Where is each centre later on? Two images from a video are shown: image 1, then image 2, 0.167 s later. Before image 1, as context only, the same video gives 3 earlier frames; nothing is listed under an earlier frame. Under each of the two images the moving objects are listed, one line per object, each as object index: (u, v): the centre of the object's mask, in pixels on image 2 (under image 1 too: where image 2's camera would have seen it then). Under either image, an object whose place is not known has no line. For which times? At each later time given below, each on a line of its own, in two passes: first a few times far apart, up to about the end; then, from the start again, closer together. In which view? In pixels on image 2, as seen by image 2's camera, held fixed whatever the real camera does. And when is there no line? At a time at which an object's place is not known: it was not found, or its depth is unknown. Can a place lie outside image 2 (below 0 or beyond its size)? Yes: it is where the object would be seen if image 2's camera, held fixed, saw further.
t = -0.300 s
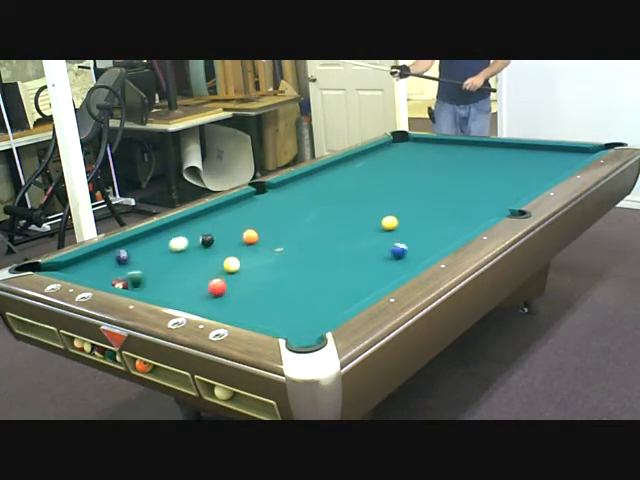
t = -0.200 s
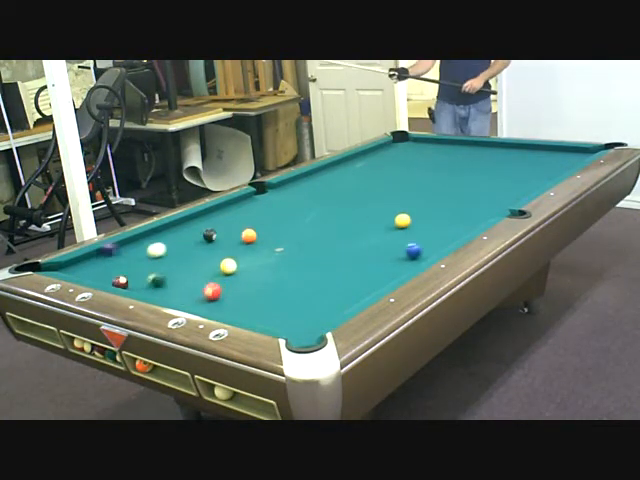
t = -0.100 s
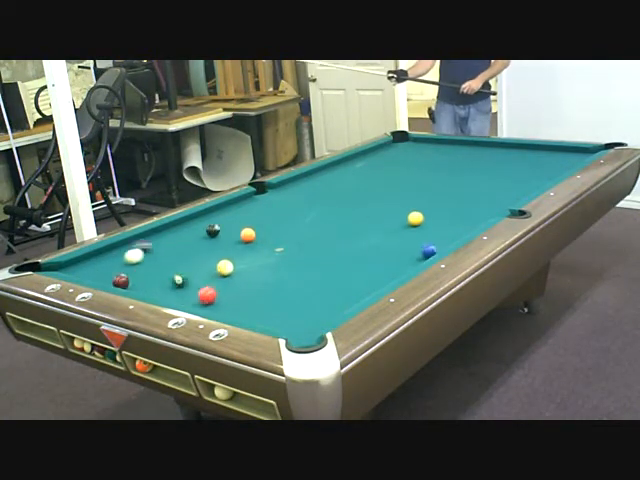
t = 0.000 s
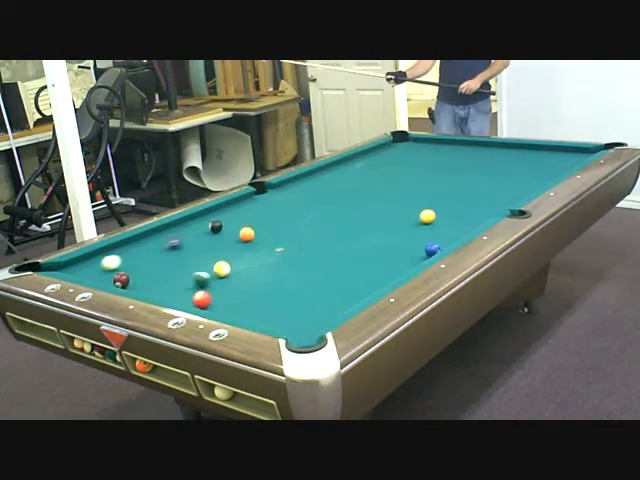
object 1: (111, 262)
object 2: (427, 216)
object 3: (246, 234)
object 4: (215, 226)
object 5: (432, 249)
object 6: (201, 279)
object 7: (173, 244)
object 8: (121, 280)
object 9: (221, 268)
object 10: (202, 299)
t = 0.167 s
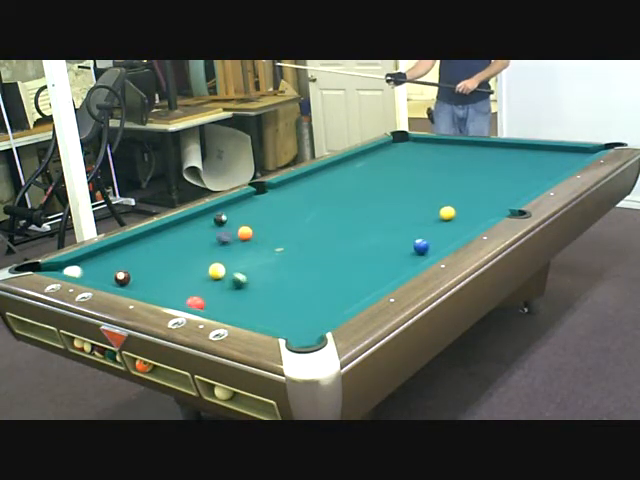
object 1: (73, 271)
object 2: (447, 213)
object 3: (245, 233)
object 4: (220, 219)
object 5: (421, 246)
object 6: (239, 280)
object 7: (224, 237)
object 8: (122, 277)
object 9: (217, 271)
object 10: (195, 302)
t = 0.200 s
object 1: (72, 270)
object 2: (450, 212)
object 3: (246, 232)
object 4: (221, 218)
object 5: (418, 246)
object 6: (246, 282)
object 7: (232, 236)
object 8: (122, 277)
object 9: (216, 271)
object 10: (197, 302)
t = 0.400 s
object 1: (87, 260)
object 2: (473, 208)
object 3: (272, 223)
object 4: (226, 211)
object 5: (406, 241)
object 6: (289, 282)
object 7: (257, 240)
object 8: (123, 273)
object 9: (210, 273)
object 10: (208, 300)
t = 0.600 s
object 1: (102, 250)
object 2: (494, 204)
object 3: (295, 215)
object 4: (230, 205)
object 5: (395, 238)
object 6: (334, 282)
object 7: (284, 245)
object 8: (124, 271)
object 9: (206, 275)
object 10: (219, 296)
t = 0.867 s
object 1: (131, 243)
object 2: (514, 199)
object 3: (322, 205)
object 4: (245, 199)
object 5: (381, 234)
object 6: (382, 279)
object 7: (322, 249)
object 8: (124, 269)
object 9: (201, 277)
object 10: (231, 292)
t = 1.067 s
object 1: (151, 239)
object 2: (512, 196)
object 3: (341, 199)
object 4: (258, 196)
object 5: (372, 230)
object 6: (371, 270)
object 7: (350, 253)
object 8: (124, 267)
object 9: (199, 278)
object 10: (239, 290)
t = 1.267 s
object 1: (169, 234)
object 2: (509, 194)
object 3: (358, 193)
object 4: (270, 194)
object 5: (363, 227)
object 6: (359, 260)
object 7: (378, 256)
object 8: (125, 265)
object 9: (197, 279)
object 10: (246, 288)
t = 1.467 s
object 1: (187, 230)
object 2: (507, 191)
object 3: (374, 187)
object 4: (281, 192)
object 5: (356, 226)
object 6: (350, 253)
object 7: (407, 260)
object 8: (125, 265)
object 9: (197, 279)
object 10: (252, 286)
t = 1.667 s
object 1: (202, 227)
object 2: (505, 188)
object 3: (389, 182)
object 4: (290, 190)
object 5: (348, 223)
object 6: (341, 244)
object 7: (408, 261)
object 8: (125, 264)
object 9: (196, 280)
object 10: (258, 284)
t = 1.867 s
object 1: (218, 223)
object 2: (502, 186)
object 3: (403, 176)
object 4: (300, 188)
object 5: (342, 221)
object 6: (332, 237)
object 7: (390, 260)
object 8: (125, 264)
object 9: (196, 280)
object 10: (261, 283)
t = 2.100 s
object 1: (234, 220)
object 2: (500, 184)
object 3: (418, 171)
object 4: (311, 185)
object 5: (335, 218)
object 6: (324, 229)
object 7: (370, 258)
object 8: (125, 264)
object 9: (197, 280)
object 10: (265, 282)
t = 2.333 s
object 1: (249, 216)
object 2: (498, 182)
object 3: (431, 166)
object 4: (320, 184)
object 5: (329, 215)
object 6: (316, 222)
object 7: (351, 256)
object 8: (125, 264)
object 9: (197, 280)
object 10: (268, 281)
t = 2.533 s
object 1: (260, 213)
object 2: (495, 180)
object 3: (442, 163)
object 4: (327, 182)
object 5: (324, 215)
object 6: (311, 218)
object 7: (337, 255)
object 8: (125, 264)
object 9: (197, 280)
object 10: (268, 281)
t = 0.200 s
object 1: (72, 270)
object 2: (450, 212)
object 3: (246, 232)
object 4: (221, 218)
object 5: (418, 246)
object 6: (246, 282)
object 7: (232, 236)
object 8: (122, 277)
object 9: (216, 271)
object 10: (197, 302)
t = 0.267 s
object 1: (78, 268)
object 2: (458, 211)
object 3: (256, 229)
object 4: (223, 215)
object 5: (415, 245)
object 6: (260, 281)
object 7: (239, 238)
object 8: (122, 275)
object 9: (214, 272)
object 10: (201, 302)
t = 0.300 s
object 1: (80, 266)
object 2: (462, 210)
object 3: (260, 227)
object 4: (223, 214)
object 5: (412, 244)
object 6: (268, 280)
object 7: (245, 239)
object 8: (122, 275)
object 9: (213, 272)
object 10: (203, 302)
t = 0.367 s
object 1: (85, 262)
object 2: (469, 209)
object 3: (269, 224)
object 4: (224, 212)
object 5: (408, 242)
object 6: (282, 283)
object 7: (253, 239)
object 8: (122, 274)
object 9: (211, 273)
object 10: (207, 301)
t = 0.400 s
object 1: (87, 260)
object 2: (473, 208)
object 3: (272, 223)
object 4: (226, 211)
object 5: (406, 241)
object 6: (289, 282)
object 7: (257, 240)
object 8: (123, 273)
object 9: (210, 273)
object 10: (208, 300)
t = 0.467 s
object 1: (92, 256)
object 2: (480, 207)
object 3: (280, 220)
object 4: (227, 208)
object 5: (402, 240)
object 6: (305, 281)
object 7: (267, 242)
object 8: (123, 273)
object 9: (209, 274)
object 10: (212, 299)
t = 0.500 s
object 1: (95, 255)
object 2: (484, 206)
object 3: (284, 219)
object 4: (228, 207)
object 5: (401, 240)
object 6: (313, 282)
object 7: (271, 242)
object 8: (123, 273)
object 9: (208, 274)
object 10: (214, 298)
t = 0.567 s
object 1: (99, 251)
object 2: (491, 205)
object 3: (291, 216)
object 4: (230, 205)
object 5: (397, 239)
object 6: (327, 283)
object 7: (280, 243)
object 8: (123, 272)
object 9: (207, 275)
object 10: (217, 297)
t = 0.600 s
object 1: (102, 250)
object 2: (494, 204)
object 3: (295, 215)
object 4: (230, 205)
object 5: (395, 238)
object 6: (334, 282)
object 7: (284, 245)
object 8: (124, 271)
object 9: (206, 275)
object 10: (219, 296)
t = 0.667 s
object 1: (110, 248)
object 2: (501, 203)
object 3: (302, 213)
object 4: (231, 202)
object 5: (391, 236)
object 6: (351, 283)
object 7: (294, 246)
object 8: (124, 271)
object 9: (205, 276)
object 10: (222, 295)
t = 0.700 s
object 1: (113, 248)
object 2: (504, 203)
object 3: (306, 211)
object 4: (233, 201)
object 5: (389, 236)
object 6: (358, 284)
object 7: (298, 245)
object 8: (124, 271)
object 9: (204, 276)
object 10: (224, 295)
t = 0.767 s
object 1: (120, 246)
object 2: (511, 201)
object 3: (312, 209)
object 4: (239, 199)
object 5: (386, 235)
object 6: (372, 284)
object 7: (308, 247)
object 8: (124, 270)
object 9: (203, 276)
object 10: (227, 294)
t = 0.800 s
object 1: (124, 245)
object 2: (513, 200)
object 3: (316, 207)
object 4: (241, 199)
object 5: (384, 234)
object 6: (379, 281)
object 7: (312, 248)
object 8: (124, 269)
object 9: (202, 276)
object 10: (228, 293)
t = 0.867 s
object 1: (131, 243)
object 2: (514, 199)
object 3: (322, 205)
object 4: (245, 199)
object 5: (381, 234)
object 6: (382, 279)
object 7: (322, 249)
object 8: (124, 269)
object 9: (201, 277)
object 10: (231, 292)
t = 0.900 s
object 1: (134, 242)
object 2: (514, 199)
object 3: (325, 204)
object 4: (247, 199)
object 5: (379, 233)
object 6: (381, 279)
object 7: (326, 249)
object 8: (124, 268)
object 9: (201, 277)
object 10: (232, 292)
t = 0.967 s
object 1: (141, 241)
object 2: (513, 198)
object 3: (332, 202)
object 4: (252, 198)
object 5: (376, 232)
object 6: (376, 275)
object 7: (335, 251)
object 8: (124, 268)
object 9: (200, 277)
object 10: (235, 291)
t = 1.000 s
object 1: (144, 240)
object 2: (513, 198)
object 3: (335, 201)
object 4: (254, 197)
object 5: (374, 231)
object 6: (374, 274)
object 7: (340, 252)
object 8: (124, 267)
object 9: (200, 278)
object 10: (237, 291)
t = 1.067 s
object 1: (151, 239)
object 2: (512, 196)
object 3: (341, 199)
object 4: (258, 196)
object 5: (372, 230)
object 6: (371, 270)
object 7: (350, 253)
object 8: (124, 267)
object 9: (199, 278)
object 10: (239, 290)
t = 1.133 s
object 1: (157, 237)
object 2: (511, 195)
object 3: (347, 197)
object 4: (262, 195)
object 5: (369, 230)
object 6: (367, 266)
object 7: (359, 253)
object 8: (124, 267)
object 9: (198, 278)
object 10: (242, 289)
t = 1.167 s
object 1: (160, 237)
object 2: (511, 195)
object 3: (350, 196)
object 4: (264, 194)
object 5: (367, 229)
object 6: (364, 265)
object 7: (364, 252)
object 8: (125, 266)
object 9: (198, 279)
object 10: (243, 289)
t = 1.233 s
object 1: (166, 235)
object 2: (510, 194)
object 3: (356, 194)
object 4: (268, 194)
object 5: (365, 227)
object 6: (360, 263)
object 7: (374, 255)
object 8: (125, 266)
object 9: (198, 279)
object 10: (245, 288)
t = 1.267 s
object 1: (169, 234)
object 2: (509, 194)
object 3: (358, 193)
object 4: (270, 194)
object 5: (363, 227)
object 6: (359, 260)
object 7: (378, 256)
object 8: (125, 265)
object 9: (197, 279)
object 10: (246, 288)
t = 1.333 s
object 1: (175, 233)
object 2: (509, 193)
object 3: (364, 191)
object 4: (273, 194)
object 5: (360, 226)
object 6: (356, 258)
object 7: (388, 258)
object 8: (125, 265)
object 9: (197, 279)
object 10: (248, 287)
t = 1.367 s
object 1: (178, 233)
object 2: (509, 192)
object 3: (367, 190)
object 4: (275, 193)
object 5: (360, 227)
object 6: (354, 256)
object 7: (392, 258)
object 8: (125, 265)
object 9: (197, 279)
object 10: (249, 287)
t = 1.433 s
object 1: (183, 231)
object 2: (508, 191)
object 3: (372, 188)
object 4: (279, 192)
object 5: (357, 226)
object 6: (351, 253)
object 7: (403, 260)
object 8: (125, 265)
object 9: (197, 280)
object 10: (251, 286)
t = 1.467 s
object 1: (187, 230)
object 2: (507, 191)
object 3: (374, 187)
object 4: (281, 192)
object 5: (356, 226)
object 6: (350, 253)
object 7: (407, 260)
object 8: (125, 265)
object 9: (197, 279)
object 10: (252, 286)
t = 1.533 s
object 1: (192, 229)
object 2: (506, 190)
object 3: (379, 185)
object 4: (285, 191)
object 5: (353, 224)
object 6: (346, 249)
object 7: (415, 260)
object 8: (125, 265)
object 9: (197, 280)
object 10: (254, 285)
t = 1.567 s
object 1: (195, 228)
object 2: (506, 189)
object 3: (382, 184)
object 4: (286, 191)
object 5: (352, 223)
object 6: (345, 248)
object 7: (417, 260)
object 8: (125, 265)
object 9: (197, 280)
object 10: (255, 285)
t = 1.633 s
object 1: (200, 227)
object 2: (505, 188)
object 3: (387, 183)
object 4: (289, 190)
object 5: (349, 223)
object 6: (342, 246)
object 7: (411, 261)
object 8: (125, 264)
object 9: (197, 280)
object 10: (257, 284)
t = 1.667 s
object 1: (202, 227)
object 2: (505, 188)
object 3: (389, 182)
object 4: (290, 190)
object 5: (348, 223)
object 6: (341, 244)
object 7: (408, 261)
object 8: (125, 264)
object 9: (196, 280)
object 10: (258, 284)
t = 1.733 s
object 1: (207, 226)
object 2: (504, 187)
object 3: (394, 180)
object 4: (294, 189)
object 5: (346, 222)
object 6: (338, 240)
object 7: (401, 260)
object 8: (125, 264)
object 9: (196, 280)
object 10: (259, 284)
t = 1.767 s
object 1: (210, 225)
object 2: (504, 187)
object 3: (396, 179)
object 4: (295, 189)
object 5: (345, 222)
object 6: (337, 240)
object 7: (398, 260)
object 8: (125, 264)
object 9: (197, 280)
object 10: (260, 283)
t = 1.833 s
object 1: (215, 224)
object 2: (503, 186)
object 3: (401, 178)
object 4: (298, 188)
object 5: (343, 221)
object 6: (334, 238)
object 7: (392, 260)
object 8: (125, 264)
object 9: (197, 280)
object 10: (261, 283)
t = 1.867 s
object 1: (218, 223)
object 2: (502, 186)
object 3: (403, 176)
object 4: (300, 188)
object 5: (342, 221)
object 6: (332, 237)
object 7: (390, 260)
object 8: (125, 264)
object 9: (196, 280)
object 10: (261, 283)
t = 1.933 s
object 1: (222, 222)
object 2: (502, 185)
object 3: (408, 175)
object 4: (303, 188)
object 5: (340, 220)
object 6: (330, 234)
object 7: (383, 259)
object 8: (125, 264)
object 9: (196, 280)
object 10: (263, 282)
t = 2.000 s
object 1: (227, 221)
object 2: (501, 185)
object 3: (412, 174)
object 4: (306, 187)
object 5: (338, 219)
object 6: (328, 232)
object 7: (378, 259)
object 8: (125, 264)
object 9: (196, 280)
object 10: (264, 282)
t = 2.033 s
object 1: (229, 221)
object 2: (501, 184)
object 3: (414, 173)
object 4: (308, 186)
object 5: (336, 218)
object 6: (327, 231)
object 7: (375, 259)
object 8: (125, 264)
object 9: (196, 280)
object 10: (264, 282)
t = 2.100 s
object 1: (234, 220)
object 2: (500, 184)
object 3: (418, 171)
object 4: (311, 185)
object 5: (335, 218)
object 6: (324, 229)
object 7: (370, 258)
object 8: (125, 264)
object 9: (197, 280)
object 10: (265, 282)
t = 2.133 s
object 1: (236, 219)
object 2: (500, 183)
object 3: (420, 171)
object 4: (312, 185)
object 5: (334, 218)
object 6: (323, 228)
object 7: (368, 257)
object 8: (125, 264)
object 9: (197, 280)
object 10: (266, 281)
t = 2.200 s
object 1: (240, 218)
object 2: (499, 183)
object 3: (424, 169)
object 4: (315, 185)
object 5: (332, 217)
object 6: (321, 227)
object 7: (362, 257)
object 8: (125, 264)
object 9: (196, 280)
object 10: (266, 281)
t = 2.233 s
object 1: (242, 218)
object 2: (499, 182)
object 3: (426, 168)
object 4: (316, 185)
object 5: (332, 217)
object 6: (319, 225)
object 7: (359, 257)
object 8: (125, 264)
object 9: (197, 280)
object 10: (267, 281)
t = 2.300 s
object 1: (247, 217)
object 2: (498, 182)
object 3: (430, 167)
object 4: (319, 184)
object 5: (330, 217)
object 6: (317, 223)
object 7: (354, 257)
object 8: (125, 264)
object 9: (197, 280)
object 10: (267, 281)
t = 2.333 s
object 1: (249, 216)
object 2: (498, 182)
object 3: (431, 166)
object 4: (320, 184)
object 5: (329, 215)
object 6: (316, 222)
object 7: (351, 256)
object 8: (125, 264)
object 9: (197, 280)
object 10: (268, 281)
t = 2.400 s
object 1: (253, 215)
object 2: (497, 181)
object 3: (435, 165)
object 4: (322, 184)
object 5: (327, 216)
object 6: (315, 221)
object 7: (346, 256)
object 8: (125, 264)
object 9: (197, 280)
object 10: (268, 281)
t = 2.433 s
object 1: (254, 215)
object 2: (496, 181)
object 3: (437, 165)
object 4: (323, 183)
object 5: (326, 215)
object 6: (314, 220)
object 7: (344, 256)
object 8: (125, 264)
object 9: (197, 280)
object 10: (268, 281)
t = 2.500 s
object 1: (259, 214)
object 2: (496, 181)
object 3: (440, 163)
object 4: (325, 183)
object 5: (325, 214)
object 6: (312, 218)
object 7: (339, 256)
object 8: (125, 264)
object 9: (197, 280)
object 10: (268, 281)
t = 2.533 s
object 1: (260, 213)
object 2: (495, 180)
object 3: (442, 163)
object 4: (327, 182)
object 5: (324, 215)
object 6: (311, 218)
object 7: (337, 255)
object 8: (125, 264)
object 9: (197, 280)
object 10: (268, 281)
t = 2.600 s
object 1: (264, 213)
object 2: (495, 180)
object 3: (445, 161)
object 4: (329, 182)
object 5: (323, 214)
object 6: (309, 216)
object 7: (333, 255)
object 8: (125, 264)
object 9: (197, 280)
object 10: (268, 281)
